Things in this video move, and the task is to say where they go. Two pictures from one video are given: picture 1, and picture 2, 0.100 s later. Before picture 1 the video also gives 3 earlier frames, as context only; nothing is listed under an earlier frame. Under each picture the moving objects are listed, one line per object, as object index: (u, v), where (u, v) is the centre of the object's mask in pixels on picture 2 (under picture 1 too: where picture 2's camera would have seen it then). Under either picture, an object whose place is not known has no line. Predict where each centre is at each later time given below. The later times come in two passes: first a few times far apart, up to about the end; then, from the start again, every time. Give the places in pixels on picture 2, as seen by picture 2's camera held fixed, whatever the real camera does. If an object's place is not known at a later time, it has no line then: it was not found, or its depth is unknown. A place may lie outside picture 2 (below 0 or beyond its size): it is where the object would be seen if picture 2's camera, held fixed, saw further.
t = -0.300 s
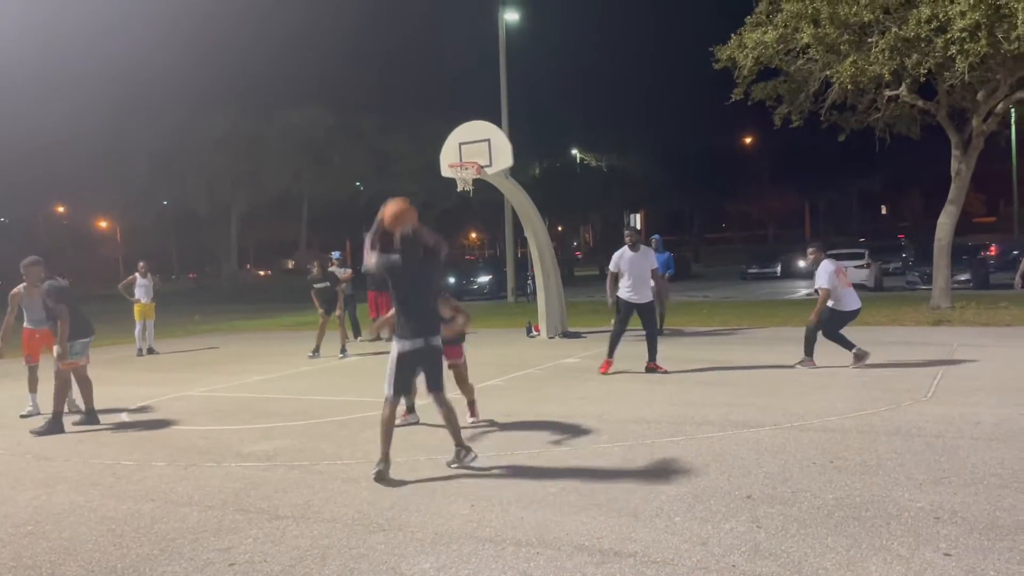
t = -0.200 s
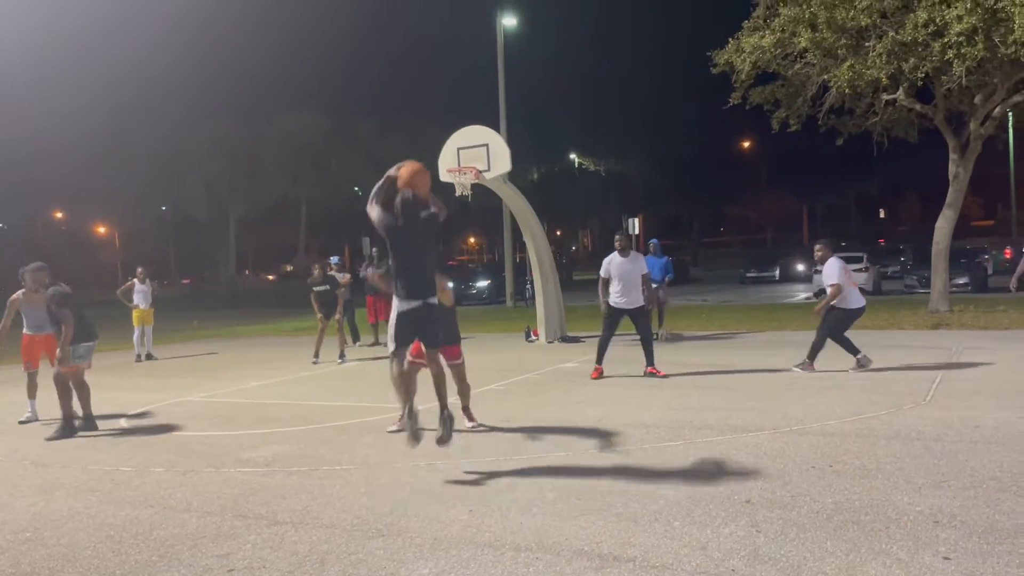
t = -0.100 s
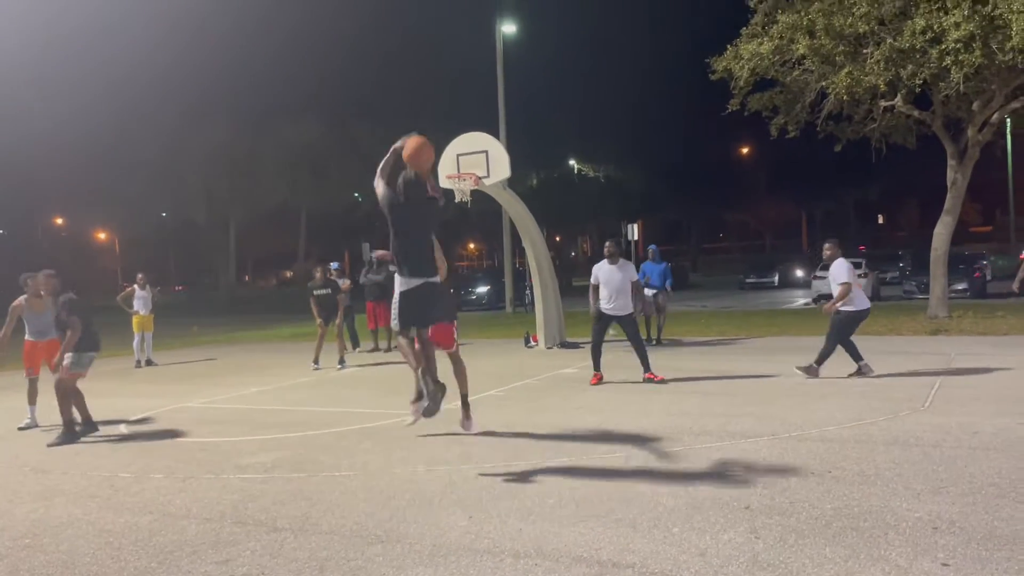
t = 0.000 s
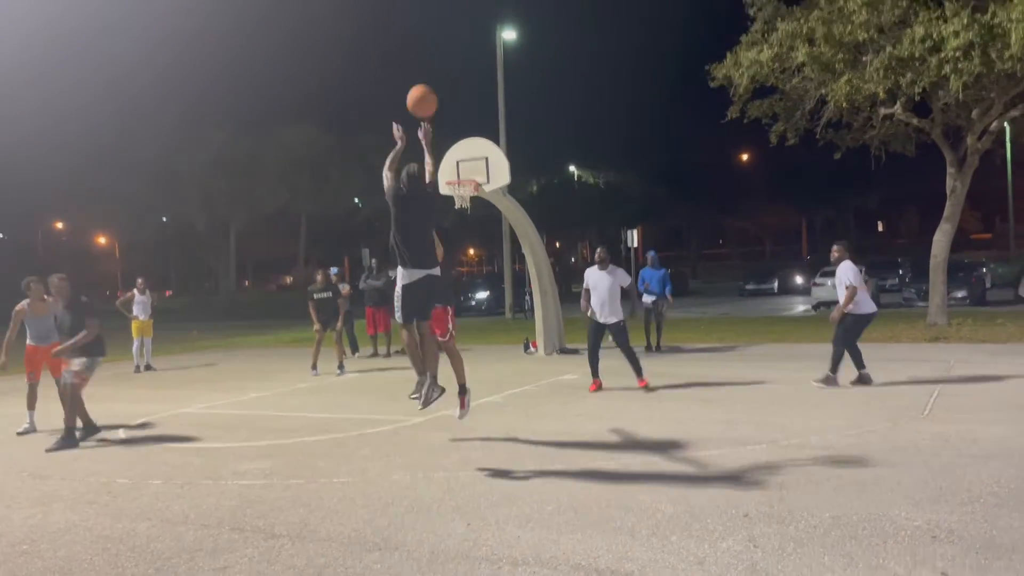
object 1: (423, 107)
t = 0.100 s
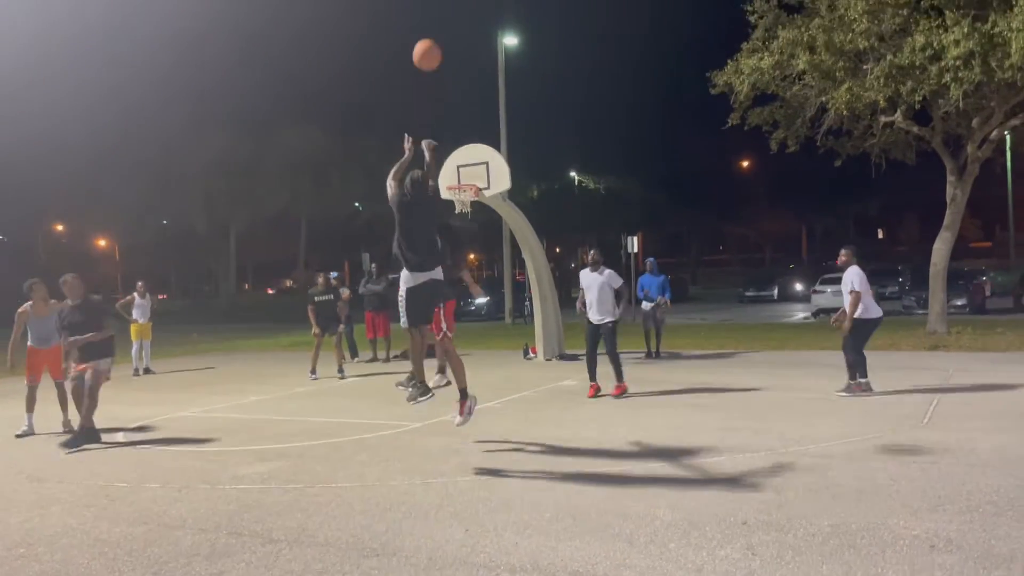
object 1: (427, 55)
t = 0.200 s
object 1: (431, 21)
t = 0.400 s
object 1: (439, -1)
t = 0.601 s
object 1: (446, 7)
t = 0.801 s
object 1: (453, 45)
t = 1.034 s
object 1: (461, 115)
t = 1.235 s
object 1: (463, 177)
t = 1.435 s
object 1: (421, 157)
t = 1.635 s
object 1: (378, 162)
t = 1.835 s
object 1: (333, 197)
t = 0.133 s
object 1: (428, 42)
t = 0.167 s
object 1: (430, 31)
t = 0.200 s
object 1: (431, 21)
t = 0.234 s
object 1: (432, 14)
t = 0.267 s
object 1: (433, 8)
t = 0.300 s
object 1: (435, 4)
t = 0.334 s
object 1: (436, 2)
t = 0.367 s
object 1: (437, 0)
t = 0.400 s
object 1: (439, -1)
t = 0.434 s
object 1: (440, -2)
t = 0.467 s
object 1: (441, -2)
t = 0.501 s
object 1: (443, -1)
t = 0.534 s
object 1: (444, 0)
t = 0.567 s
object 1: (444, 2)
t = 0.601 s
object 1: (446, 7)
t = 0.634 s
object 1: (447, 11)
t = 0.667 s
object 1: (448, 17)
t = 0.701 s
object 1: (449, 23)
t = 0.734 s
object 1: (451, 30)
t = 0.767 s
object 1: (452, 37)
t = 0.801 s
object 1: (453, 45)
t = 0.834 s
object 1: (454, 54)
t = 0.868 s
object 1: (455, 63)
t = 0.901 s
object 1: (456, 72)
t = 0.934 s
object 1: (457, 82)
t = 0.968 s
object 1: (459, 93)
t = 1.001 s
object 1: (460, 104)
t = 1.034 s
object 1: (461, 115)
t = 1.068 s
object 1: (463, 127)
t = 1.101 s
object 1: (464, 137)
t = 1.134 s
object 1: (465, 149)
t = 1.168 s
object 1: (466, 162)
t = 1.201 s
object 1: (468, 175)
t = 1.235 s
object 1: (463, 177)
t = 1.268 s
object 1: (456, 172)
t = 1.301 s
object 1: (448, 167)
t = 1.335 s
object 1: (441, 163)
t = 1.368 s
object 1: (435, 161)
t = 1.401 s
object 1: (428, 158)
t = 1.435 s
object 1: (421, 157)
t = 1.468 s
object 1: (414, 155)
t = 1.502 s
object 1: (407, 155)
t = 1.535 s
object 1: (399, 156)
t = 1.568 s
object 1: (392, 157)
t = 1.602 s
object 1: (385, 160)
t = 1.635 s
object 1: (378, 162)
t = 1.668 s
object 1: (370, 166)
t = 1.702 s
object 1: (362, 171)
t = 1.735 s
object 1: (355, 176)
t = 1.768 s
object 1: (348, 182)
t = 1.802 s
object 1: (341, 189)
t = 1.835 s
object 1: (333, 197)
